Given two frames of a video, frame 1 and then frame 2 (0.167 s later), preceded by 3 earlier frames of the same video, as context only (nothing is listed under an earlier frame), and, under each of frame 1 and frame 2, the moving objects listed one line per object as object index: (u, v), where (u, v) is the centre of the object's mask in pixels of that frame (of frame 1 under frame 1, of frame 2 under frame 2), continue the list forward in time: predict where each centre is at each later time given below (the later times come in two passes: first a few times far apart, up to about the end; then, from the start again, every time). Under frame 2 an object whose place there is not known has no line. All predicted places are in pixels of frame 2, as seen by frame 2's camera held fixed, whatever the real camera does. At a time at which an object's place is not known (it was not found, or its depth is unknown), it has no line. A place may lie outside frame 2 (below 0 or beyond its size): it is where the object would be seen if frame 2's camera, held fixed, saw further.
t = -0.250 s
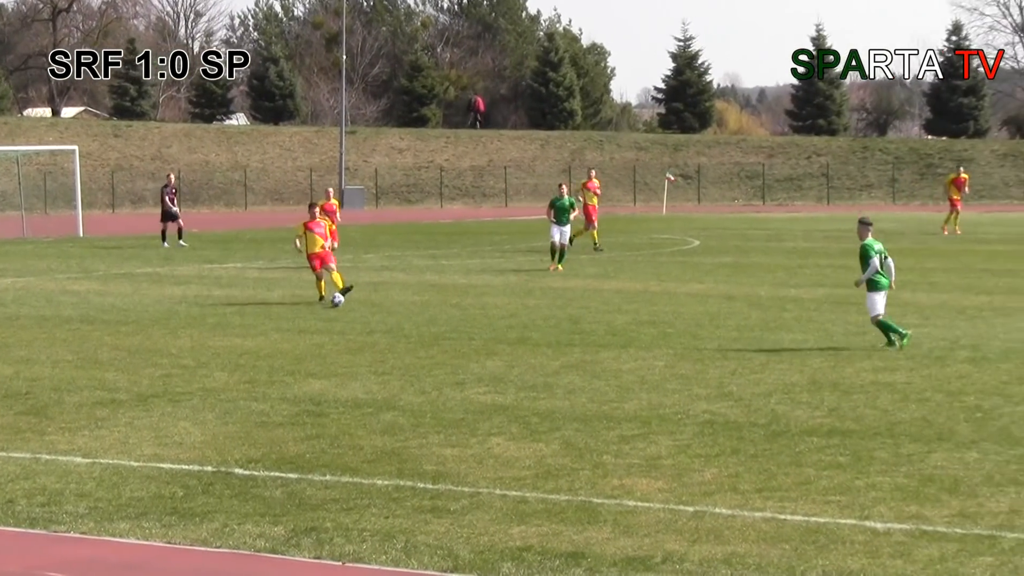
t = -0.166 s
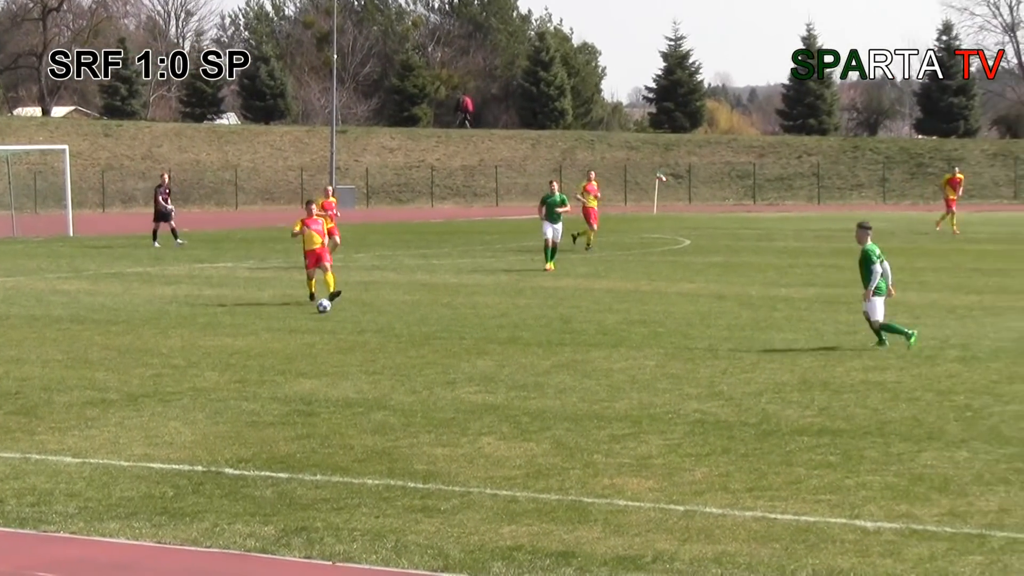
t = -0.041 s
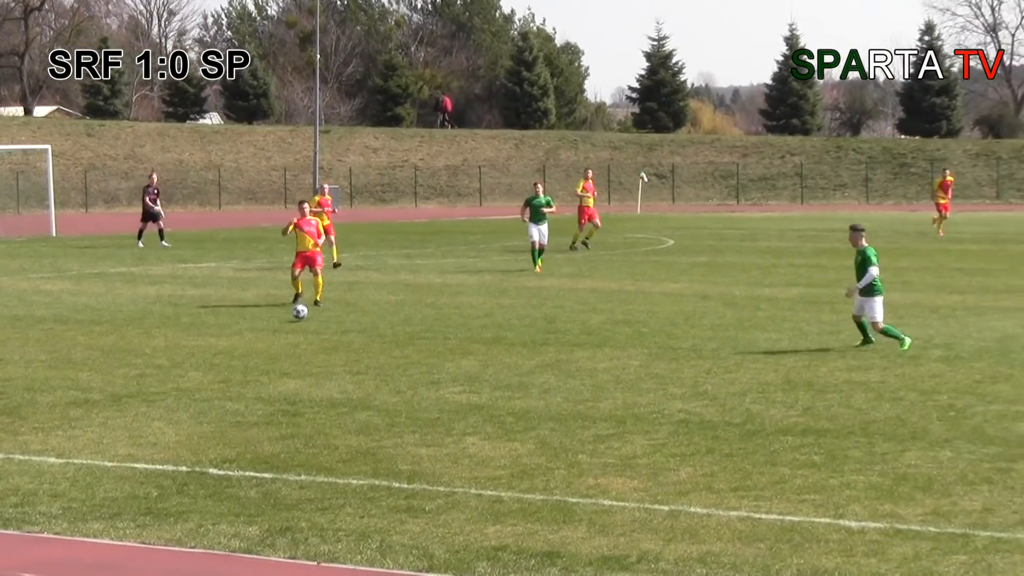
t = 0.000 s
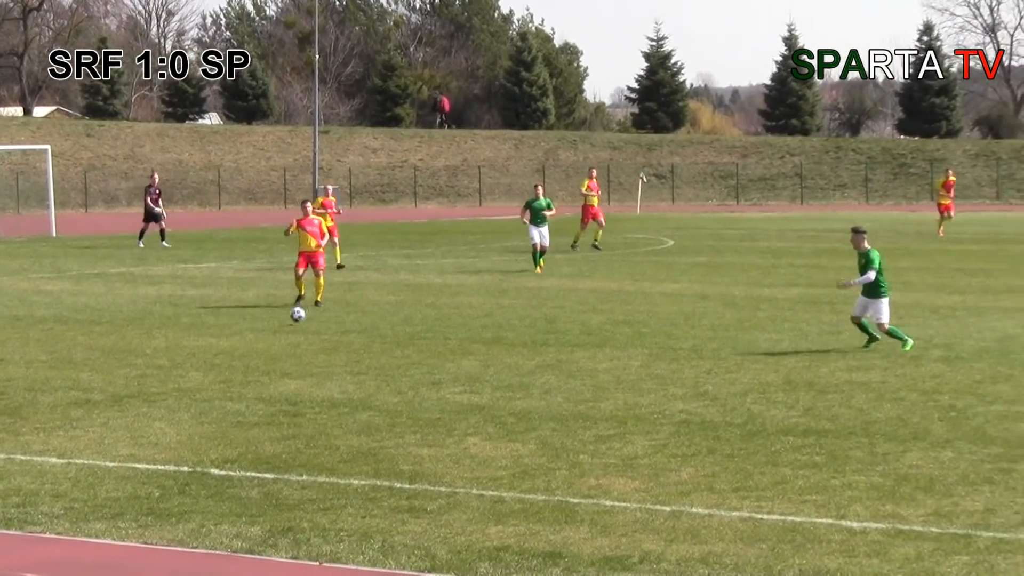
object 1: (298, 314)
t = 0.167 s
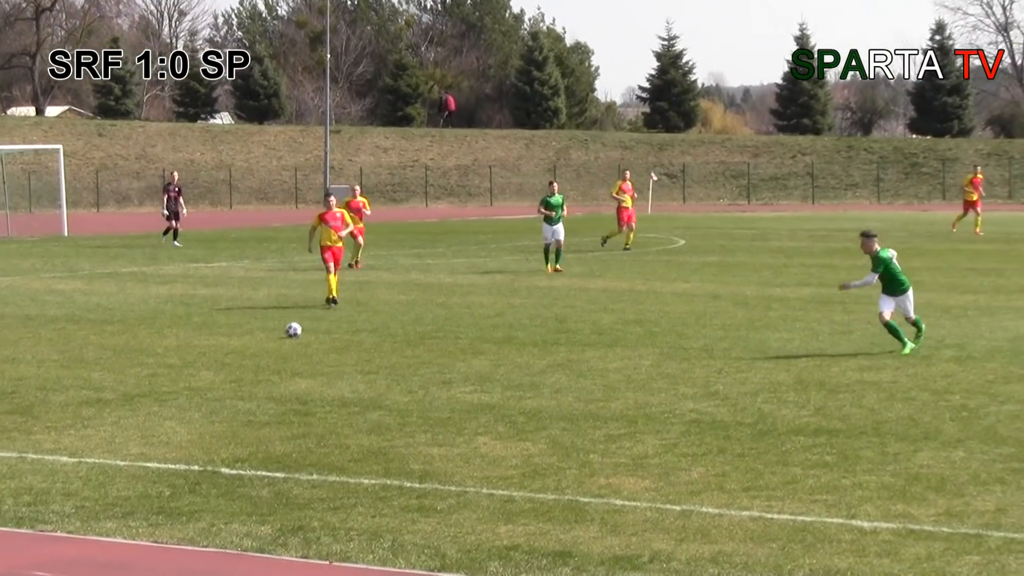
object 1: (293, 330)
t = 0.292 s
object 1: (285, 332)
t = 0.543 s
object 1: (266, 348)
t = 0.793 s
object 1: (242, 362)
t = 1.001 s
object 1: (222, 371)
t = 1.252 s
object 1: (189, 395)
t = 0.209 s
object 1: (291, 331)
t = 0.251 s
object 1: (287, 330)
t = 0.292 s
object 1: (285, 332)
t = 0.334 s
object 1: (282, 334)
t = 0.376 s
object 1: (279, 339)
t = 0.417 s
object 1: (275, 341)
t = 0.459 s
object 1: (272, 342)
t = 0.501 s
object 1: (269, 345)
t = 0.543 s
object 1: (266, 348)
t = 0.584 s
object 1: (262, 350)
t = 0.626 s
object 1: (258, 352)
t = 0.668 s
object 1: (254, 355)
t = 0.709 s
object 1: (250, 356)
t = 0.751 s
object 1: (246, 359)
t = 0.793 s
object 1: (242, 362)
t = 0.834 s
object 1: (238, 364)
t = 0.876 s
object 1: (234, 367)
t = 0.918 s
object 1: (230, 369)
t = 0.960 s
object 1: (226, 370)
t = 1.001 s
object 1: (222, 371)
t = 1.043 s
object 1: (217, 374)
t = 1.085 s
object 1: (208, 384)
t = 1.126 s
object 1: (203, 386)
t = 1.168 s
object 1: (199, 388)
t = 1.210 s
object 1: (194, 392)
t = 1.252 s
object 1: (189, 395)
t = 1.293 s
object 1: (184, 396)
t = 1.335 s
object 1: (179, 399)
